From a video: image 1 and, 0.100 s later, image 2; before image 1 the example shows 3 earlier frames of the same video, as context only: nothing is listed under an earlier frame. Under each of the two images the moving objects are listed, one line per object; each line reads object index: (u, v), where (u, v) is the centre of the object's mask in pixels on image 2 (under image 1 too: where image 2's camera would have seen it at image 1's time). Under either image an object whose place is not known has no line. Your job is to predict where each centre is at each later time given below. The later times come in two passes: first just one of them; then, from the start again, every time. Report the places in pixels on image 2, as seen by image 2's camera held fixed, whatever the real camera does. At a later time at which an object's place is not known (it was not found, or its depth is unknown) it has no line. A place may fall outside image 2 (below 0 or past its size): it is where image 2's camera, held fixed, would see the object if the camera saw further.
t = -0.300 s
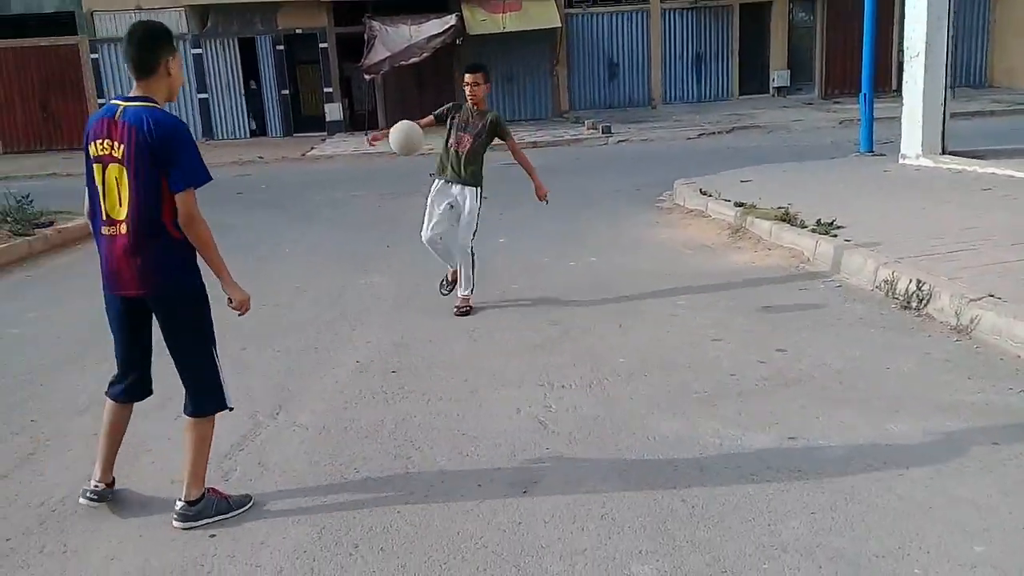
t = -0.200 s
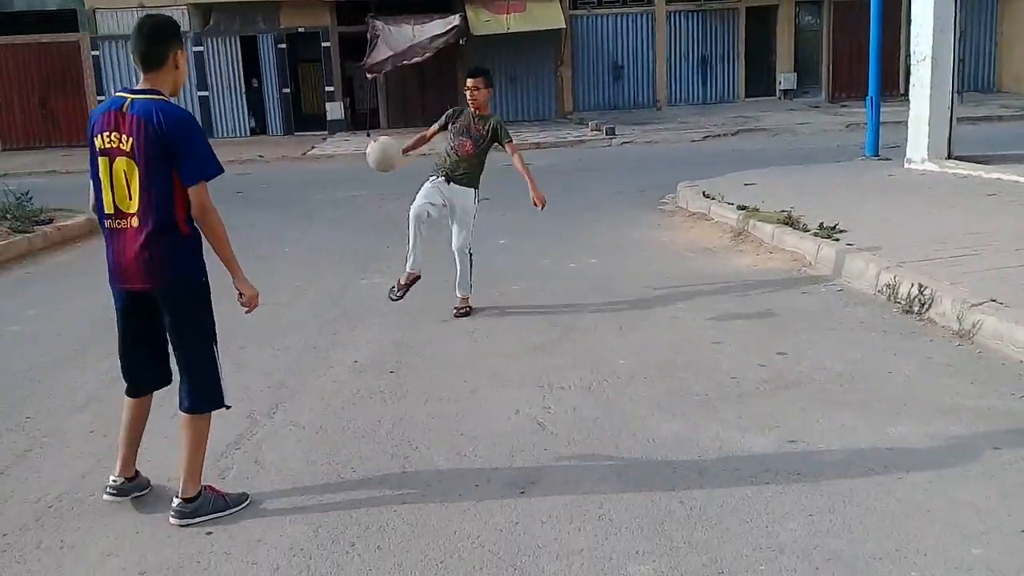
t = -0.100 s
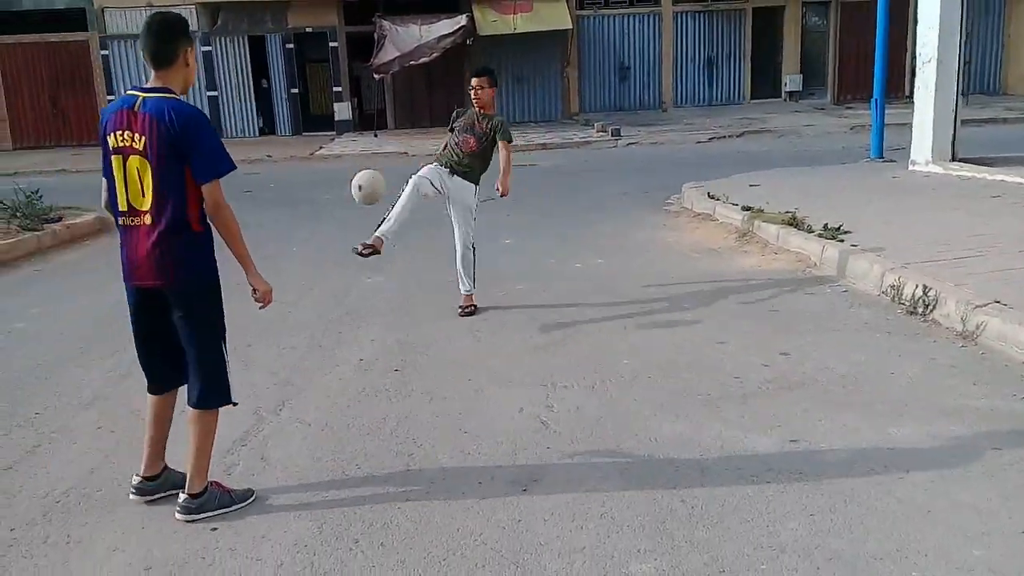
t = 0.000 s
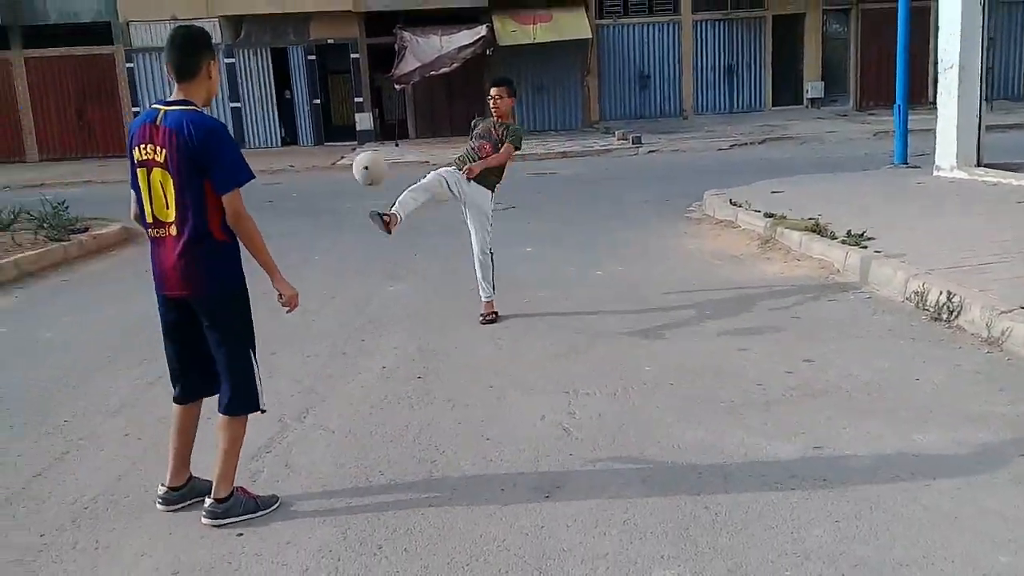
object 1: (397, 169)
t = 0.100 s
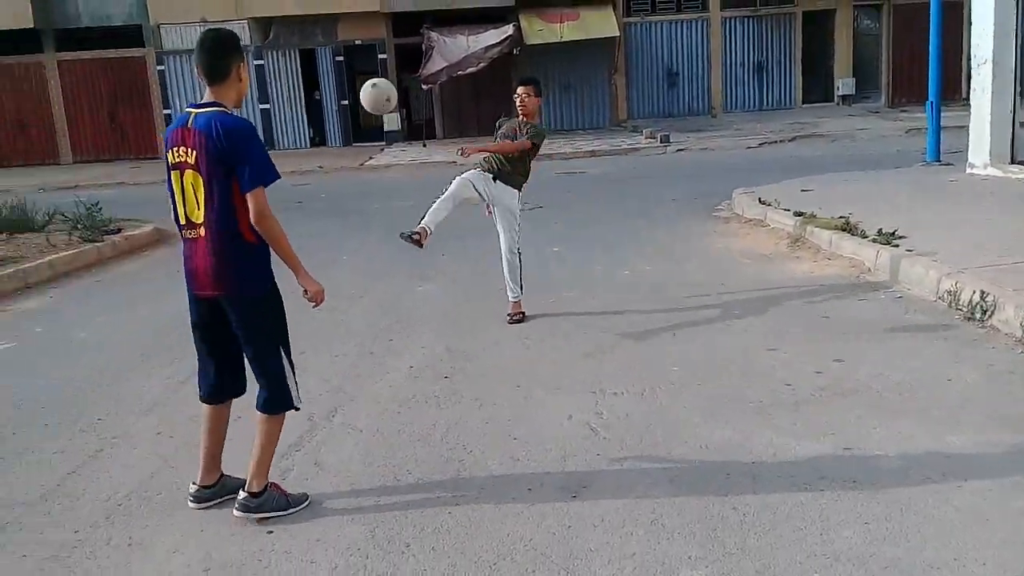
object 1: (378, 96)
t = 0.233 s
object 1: (353, 17)
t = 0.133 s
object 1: (372, 74)
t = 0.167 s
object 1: (366, 54)
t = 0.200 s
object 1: (359, 35)
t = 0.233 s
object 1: (353, 17)
